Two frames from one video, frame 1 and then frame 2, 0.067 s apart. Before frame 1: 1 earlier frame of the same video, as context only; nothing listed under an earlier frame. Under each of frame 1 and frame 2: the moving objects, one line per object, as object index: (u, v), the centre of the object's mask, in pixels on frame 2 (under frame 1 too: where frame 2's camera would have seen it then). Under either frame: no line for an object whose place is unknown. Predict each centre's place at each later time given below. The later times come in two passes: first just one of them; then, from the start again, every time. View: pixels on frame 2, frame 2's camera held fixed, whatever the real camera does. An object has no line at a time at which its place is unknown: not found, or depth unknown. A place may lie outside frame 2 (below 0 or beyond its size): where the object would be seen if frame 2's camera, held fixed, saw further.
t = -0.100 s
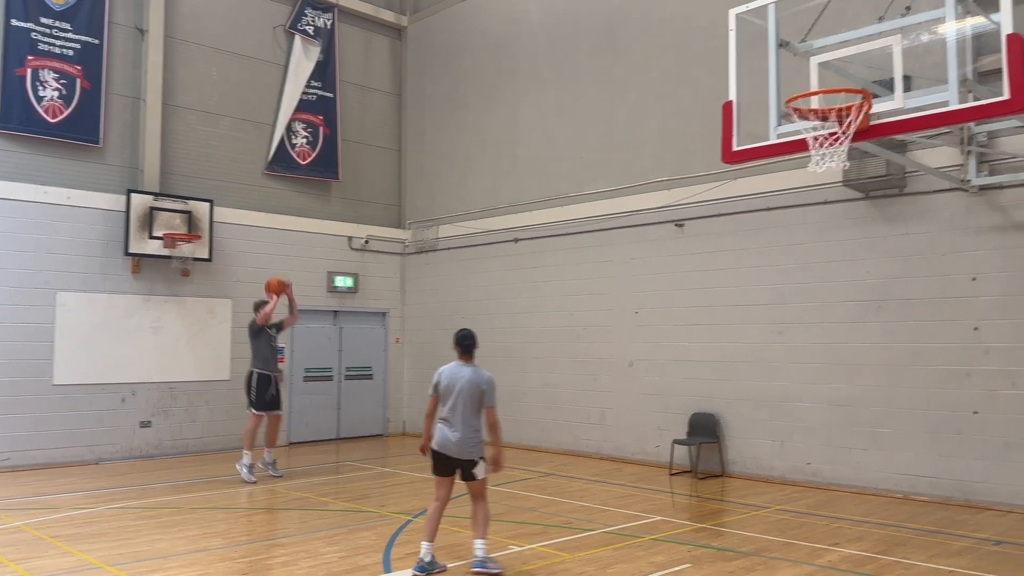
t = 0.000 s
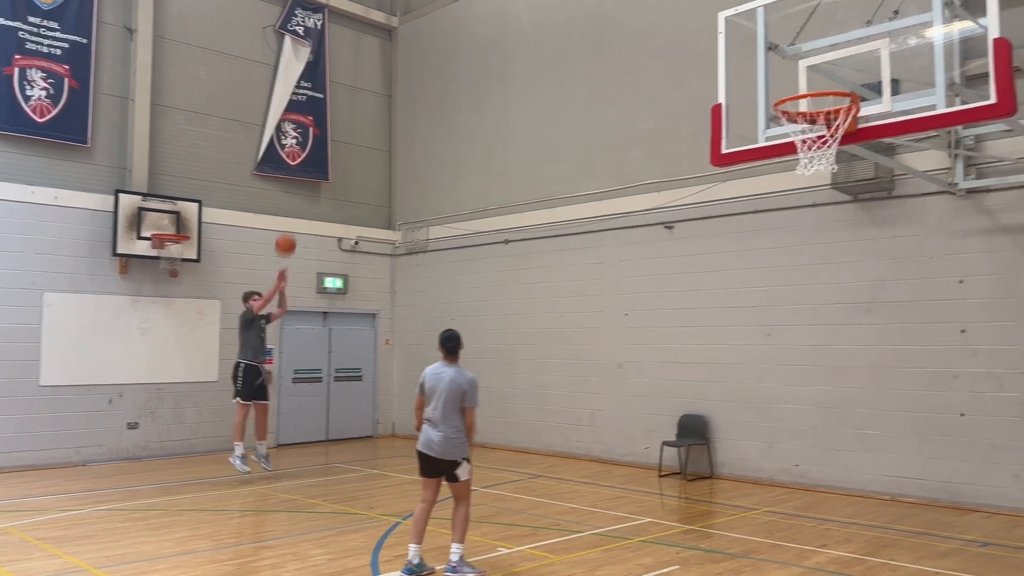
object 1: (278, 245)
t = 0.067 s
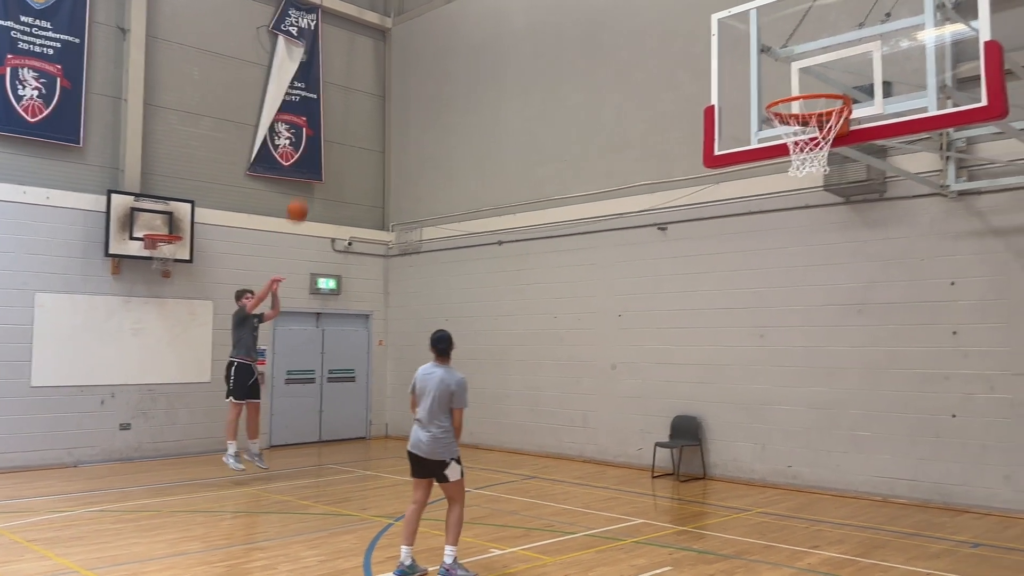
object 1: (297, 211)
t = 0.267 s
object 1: (357, 121)
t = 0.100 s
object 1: (307, 194)
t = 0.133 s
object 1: (316, 178)
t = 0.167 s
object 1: (326, 163)
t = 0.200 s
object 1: (336, 148)
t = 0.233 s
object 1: (347, 134)
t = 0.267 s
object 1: (357, 121)
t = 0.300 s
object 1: (369, 108)
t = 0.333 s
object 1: (381, 94)
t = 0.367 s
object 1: (392, 83)
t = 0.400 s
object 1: (405, 72)
